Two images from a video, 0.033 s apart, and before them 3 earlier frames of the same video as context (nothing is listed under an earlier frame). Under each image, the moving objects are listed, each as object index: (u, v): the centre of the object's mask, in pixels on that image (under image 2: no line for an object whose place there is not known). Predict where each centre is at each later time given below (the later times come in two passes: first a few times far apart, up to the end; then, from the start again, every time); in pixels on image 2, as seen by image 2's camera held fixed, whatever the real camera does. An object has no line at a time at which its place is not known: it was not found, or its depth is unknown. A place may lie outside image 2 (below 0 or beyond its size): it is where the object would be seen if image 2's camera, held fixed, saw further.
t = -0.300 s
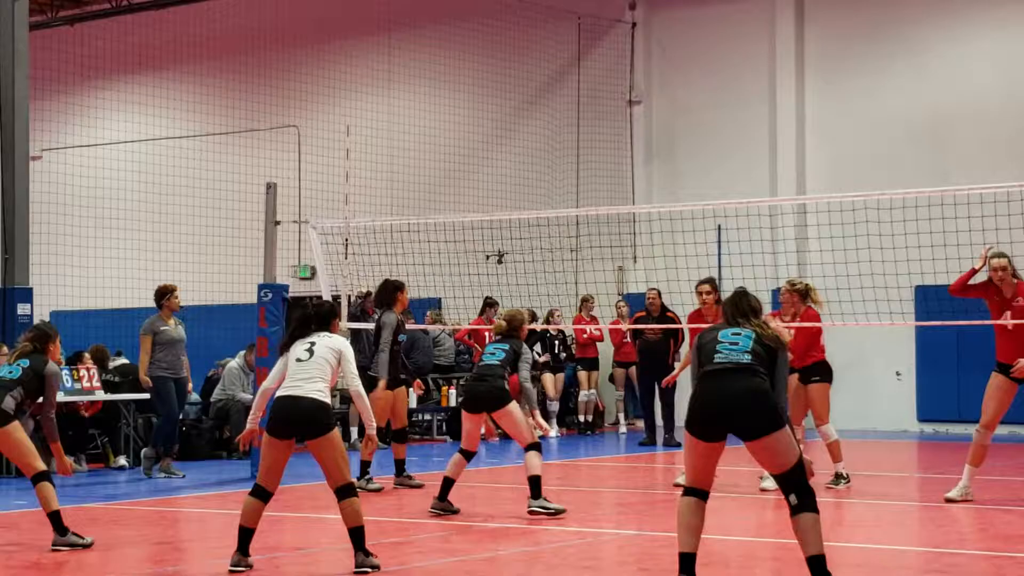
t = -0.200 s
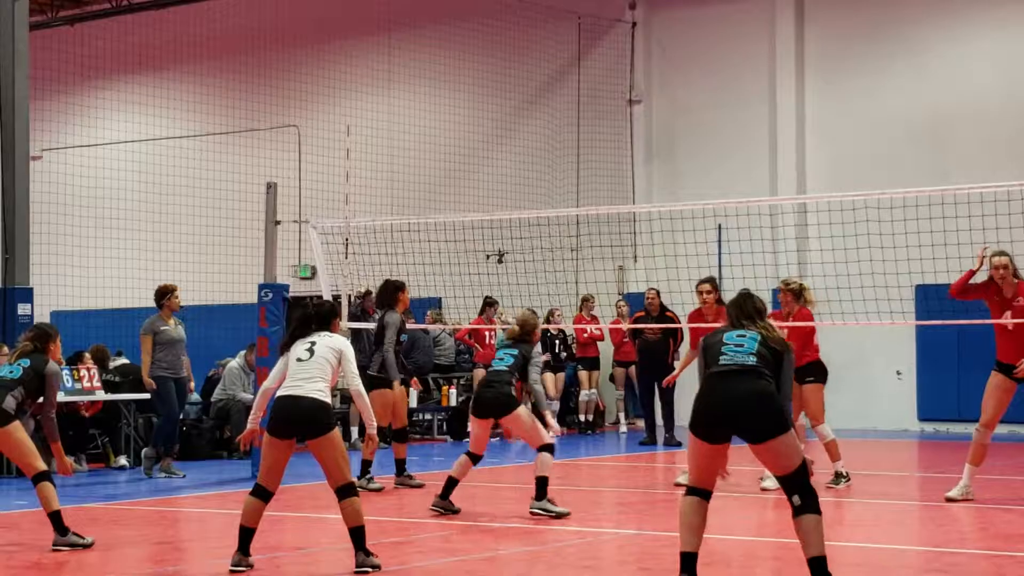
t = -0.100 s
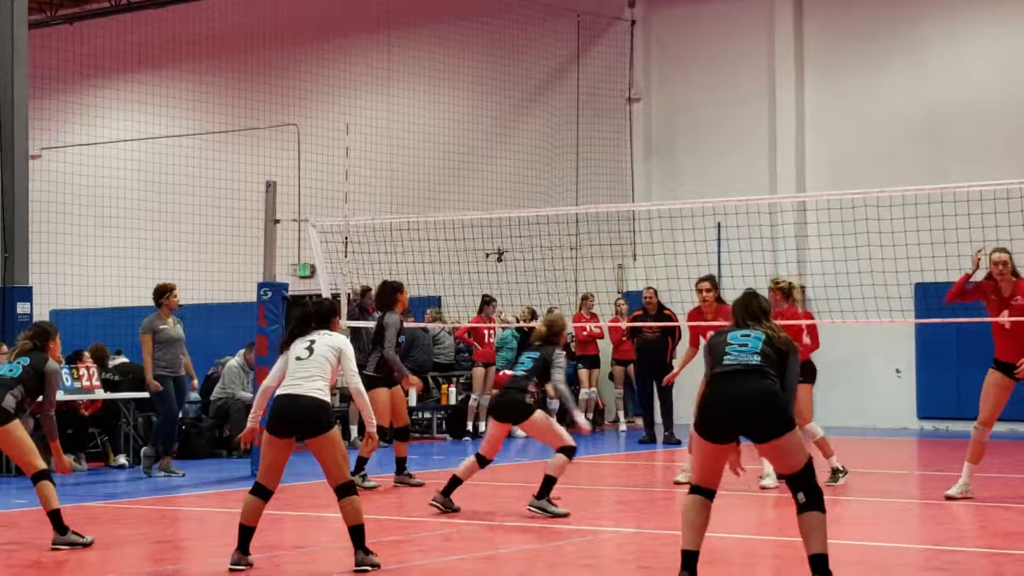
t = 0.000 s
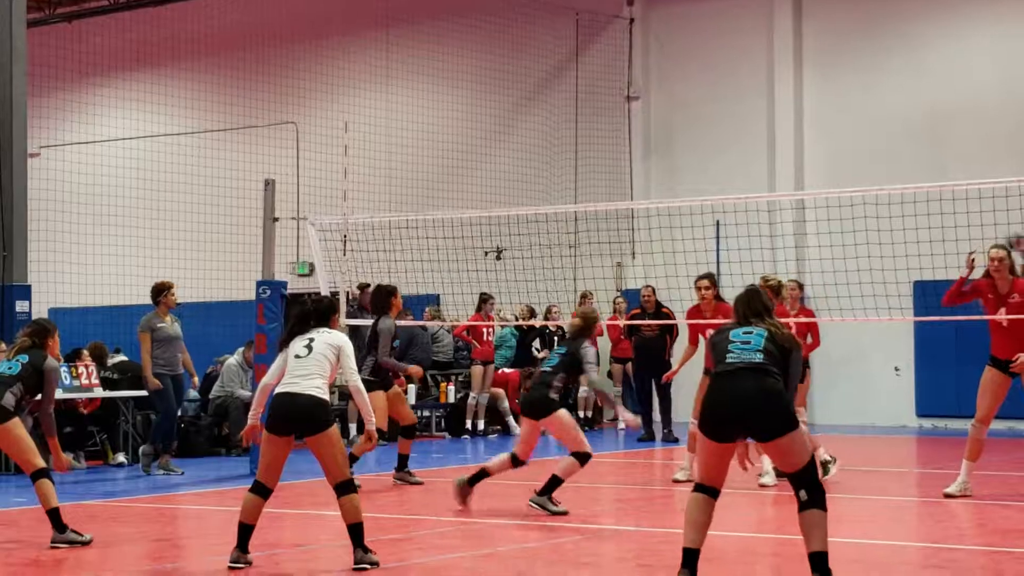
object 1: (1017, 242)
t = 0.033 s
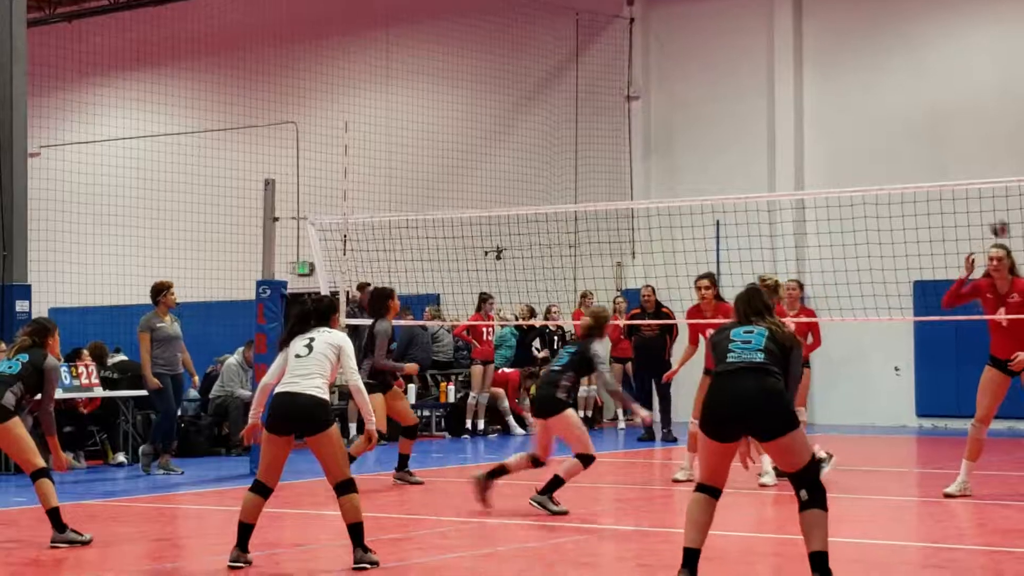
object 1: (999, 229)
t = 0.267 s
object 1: (878, 157)
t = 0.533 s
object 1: (702, 126)
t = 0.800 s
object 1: (510, 167)
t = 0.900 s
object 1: (424, 211)
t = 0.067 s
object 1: (983, 217)
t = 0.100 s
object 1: (967, 206)
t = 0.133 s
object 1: (950, 196)
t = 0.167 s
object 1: (933, 183)
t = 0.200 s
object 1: (915, 174)
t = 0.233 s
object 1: (897, 166)
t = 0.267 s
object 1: (878, 157)
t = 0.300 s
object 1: (858, 150)
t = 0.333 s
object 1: (837, 142)
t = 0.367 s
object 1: (817, 137)
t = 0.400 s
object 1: (795, 132)
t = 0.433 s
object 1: (772, 128)
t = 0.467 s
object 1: (750, 126)
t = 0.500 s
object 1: (726, 127)
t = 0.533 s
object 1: (702, 126)
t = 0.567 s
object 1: (679, 125)
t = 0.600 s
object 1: (657, 127)
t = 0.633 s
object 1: (634, 130)
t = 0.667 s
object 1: (610, 135)
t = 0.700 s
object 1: (586, 141)
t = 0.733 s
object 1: (562, 148)
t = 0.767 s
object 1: (537, 157)
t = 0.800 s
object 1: (510, 167)
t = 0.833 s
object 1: (483, 180)
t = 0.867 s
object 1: (453, 194)
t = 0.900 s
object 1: (424, 211)
